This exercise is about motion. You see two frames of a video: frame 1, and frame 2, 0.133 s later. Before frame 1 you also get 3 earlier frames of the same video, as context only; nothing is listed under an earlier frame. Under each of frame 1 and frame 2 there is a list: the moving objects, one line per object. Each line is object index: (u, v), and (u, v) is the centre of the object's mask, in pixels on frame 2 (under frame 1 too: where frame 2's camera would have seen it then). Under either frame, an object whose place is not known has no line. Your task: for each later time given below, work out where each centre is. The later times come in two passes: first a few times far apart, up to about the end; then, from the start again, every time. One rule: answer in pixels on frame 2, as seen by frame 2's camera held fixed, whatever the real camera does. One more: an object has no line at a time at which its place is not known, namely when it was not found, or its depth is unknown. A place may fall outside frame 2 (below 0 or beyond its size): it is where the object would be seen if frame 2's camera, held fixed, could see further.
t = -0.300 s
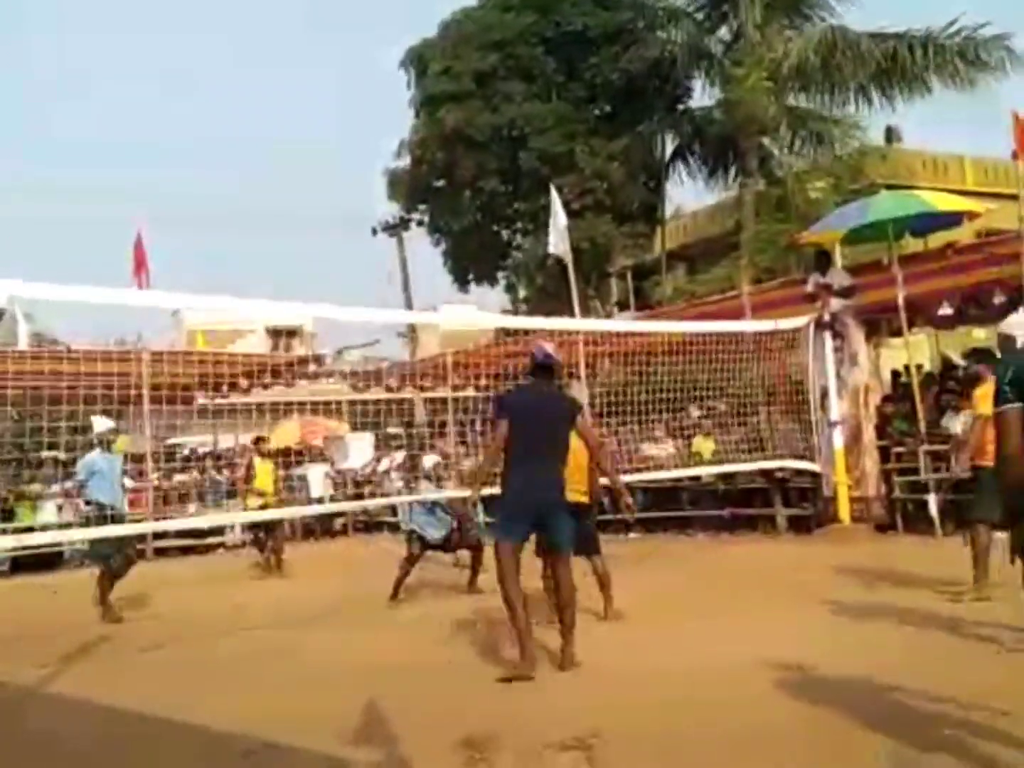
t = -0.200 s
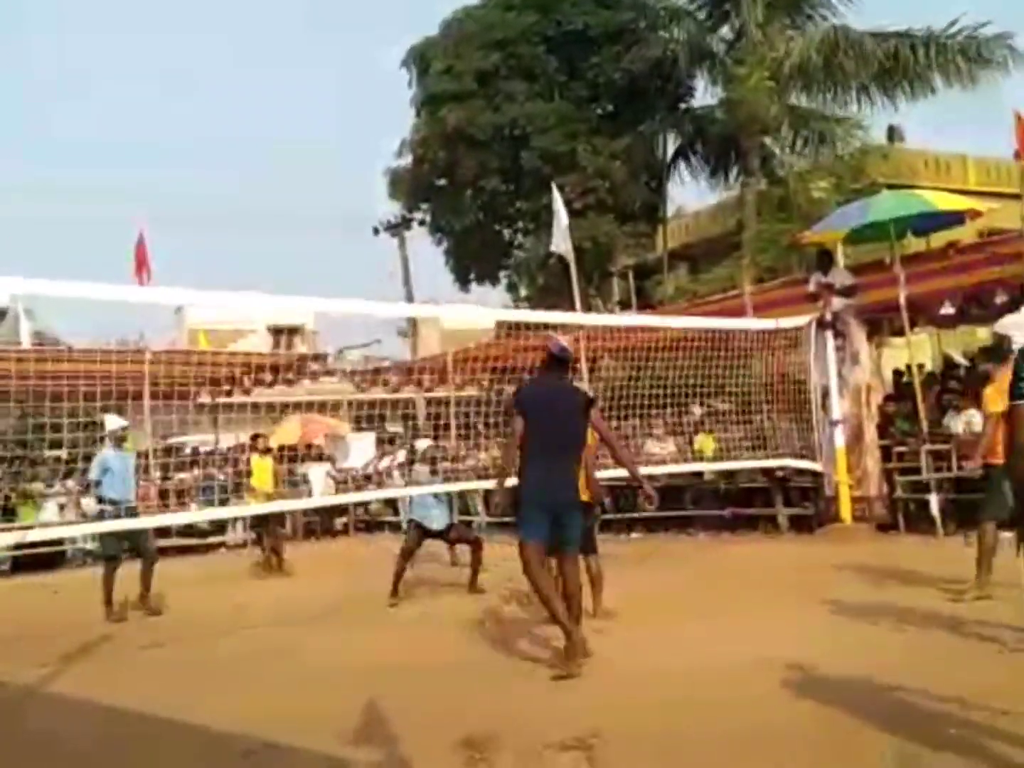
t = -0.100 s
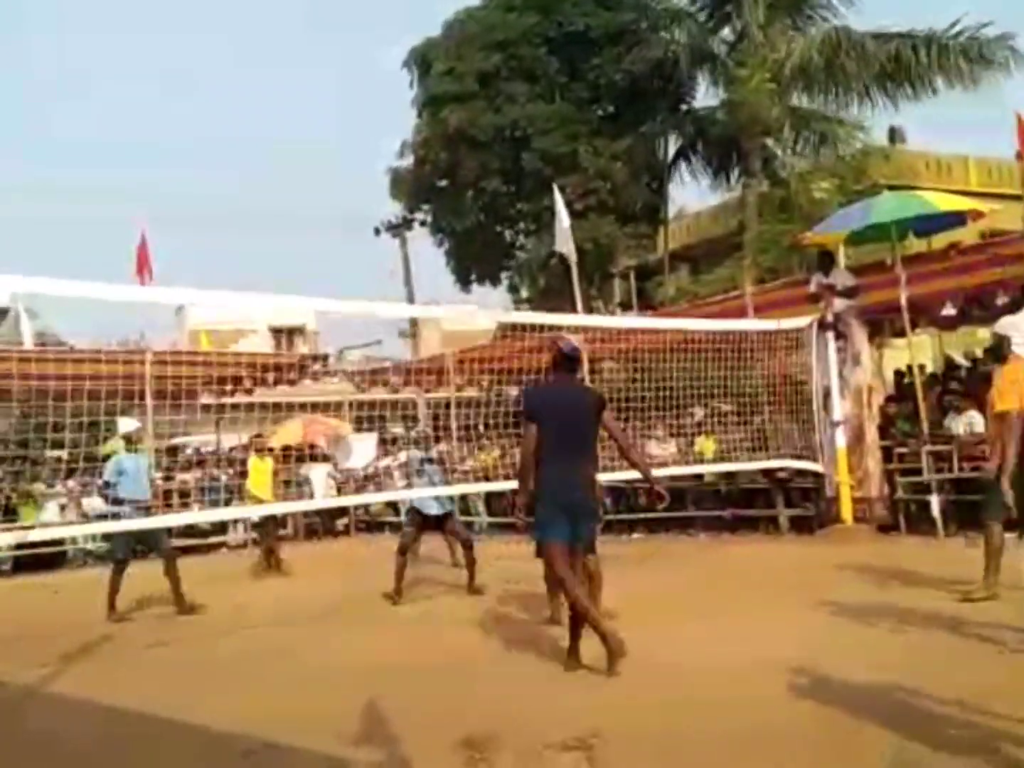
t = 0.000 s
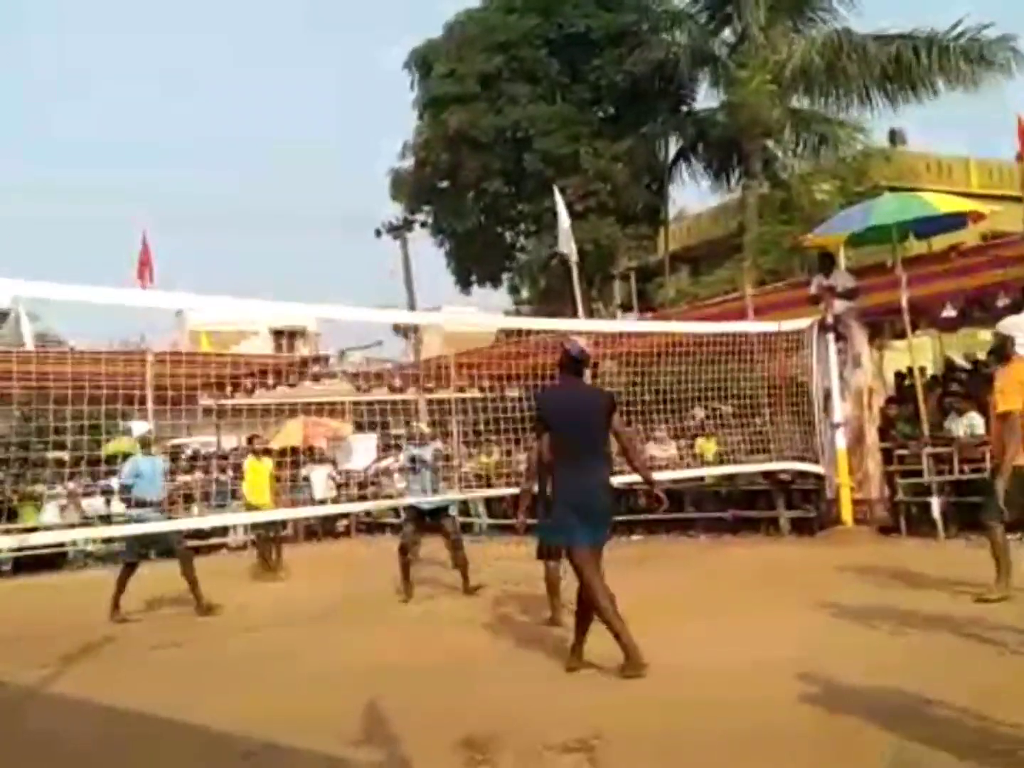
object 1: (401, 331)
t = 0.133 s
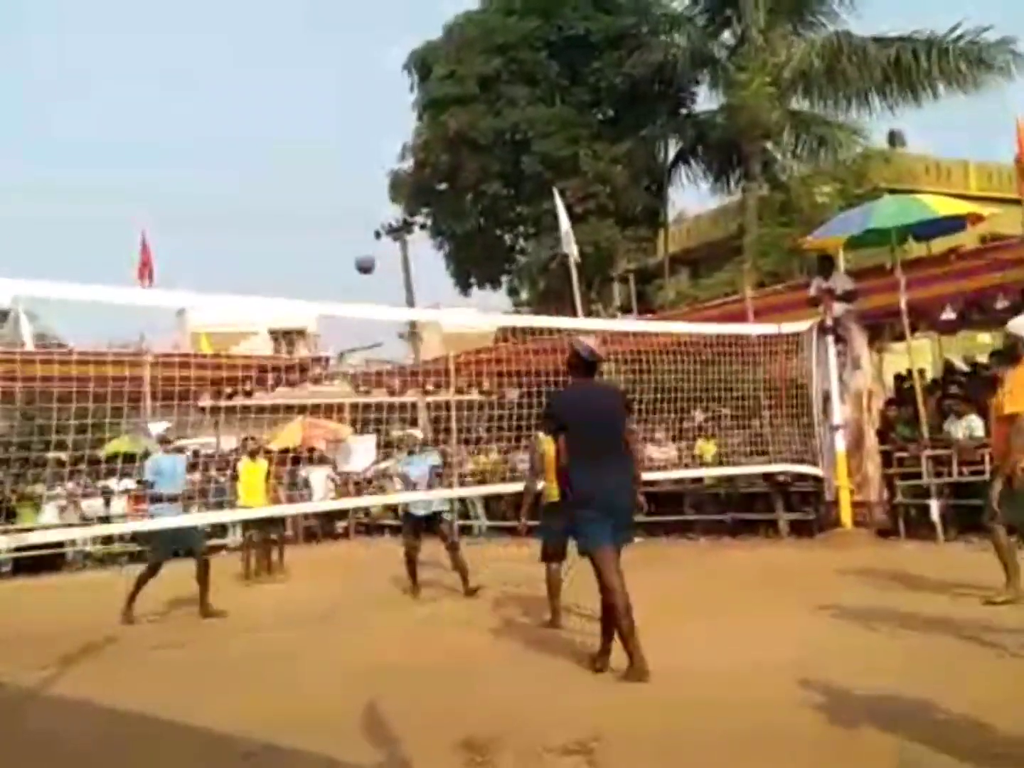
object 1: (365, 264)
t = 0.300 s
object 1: (322, 212)
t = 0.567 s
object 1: (256, 196)
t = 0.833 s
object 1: (192, 261)
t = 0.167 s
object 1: (357, 251)
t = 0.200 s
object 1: (347, 239)
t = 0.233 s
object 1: (339, 230)
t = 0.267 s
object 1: (330, 220)
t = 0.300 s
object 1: (322, 212)
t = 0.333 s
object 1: (313, 206)
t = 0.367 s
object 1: (304, 201)
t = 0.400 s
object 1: (296, 197)
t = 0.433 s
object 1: (288, 194)
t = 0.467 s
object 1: (280, 193)
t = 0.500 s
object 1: (272, 192)
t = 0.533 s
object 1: (264, 193)
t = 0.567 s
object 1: (256, 196)
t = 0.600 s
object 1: (248, 199)
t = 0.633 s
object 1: (240, 204)
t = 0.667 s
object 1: (232, 210)
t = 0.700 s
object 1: (223, 218)
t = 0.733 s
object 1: (216, 227)
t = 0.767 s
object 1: (207, 236)
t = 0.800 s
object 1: (200, 248)
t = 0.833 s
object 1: (192, 261)
